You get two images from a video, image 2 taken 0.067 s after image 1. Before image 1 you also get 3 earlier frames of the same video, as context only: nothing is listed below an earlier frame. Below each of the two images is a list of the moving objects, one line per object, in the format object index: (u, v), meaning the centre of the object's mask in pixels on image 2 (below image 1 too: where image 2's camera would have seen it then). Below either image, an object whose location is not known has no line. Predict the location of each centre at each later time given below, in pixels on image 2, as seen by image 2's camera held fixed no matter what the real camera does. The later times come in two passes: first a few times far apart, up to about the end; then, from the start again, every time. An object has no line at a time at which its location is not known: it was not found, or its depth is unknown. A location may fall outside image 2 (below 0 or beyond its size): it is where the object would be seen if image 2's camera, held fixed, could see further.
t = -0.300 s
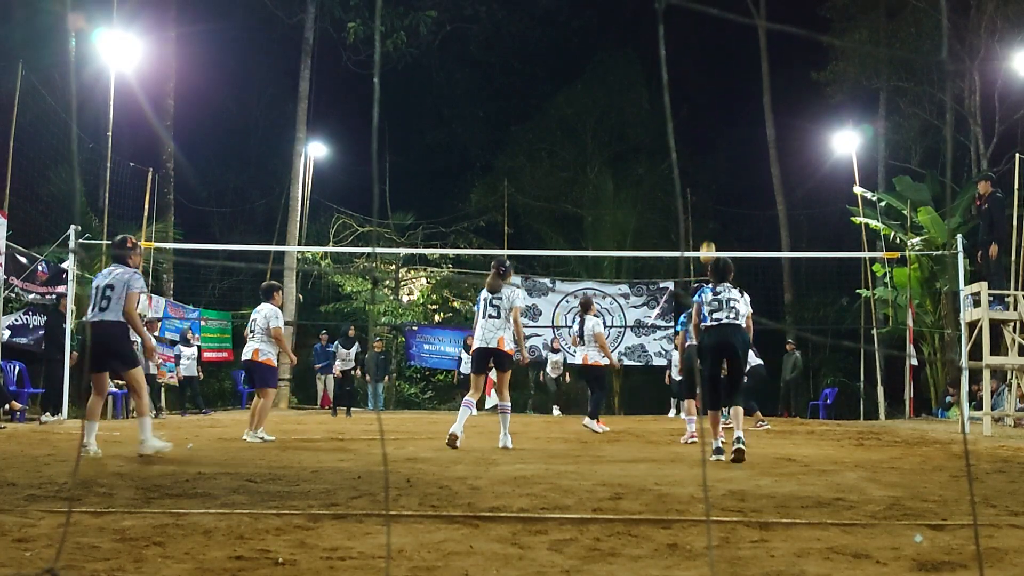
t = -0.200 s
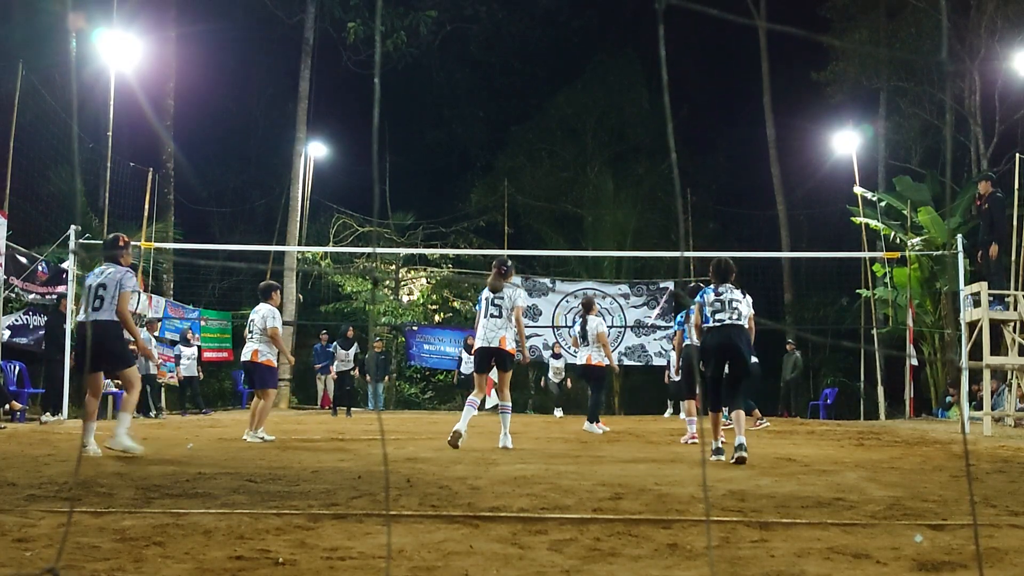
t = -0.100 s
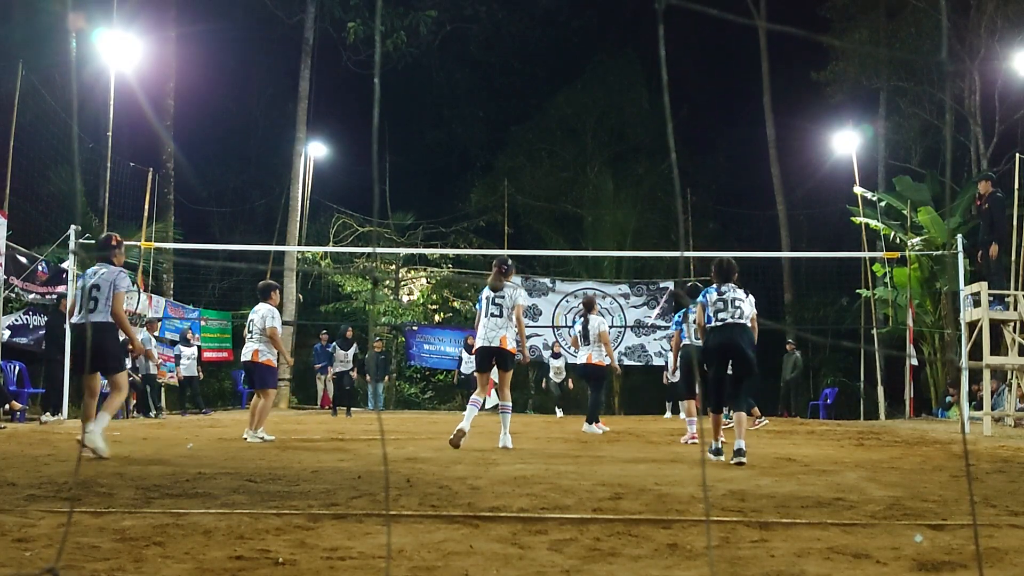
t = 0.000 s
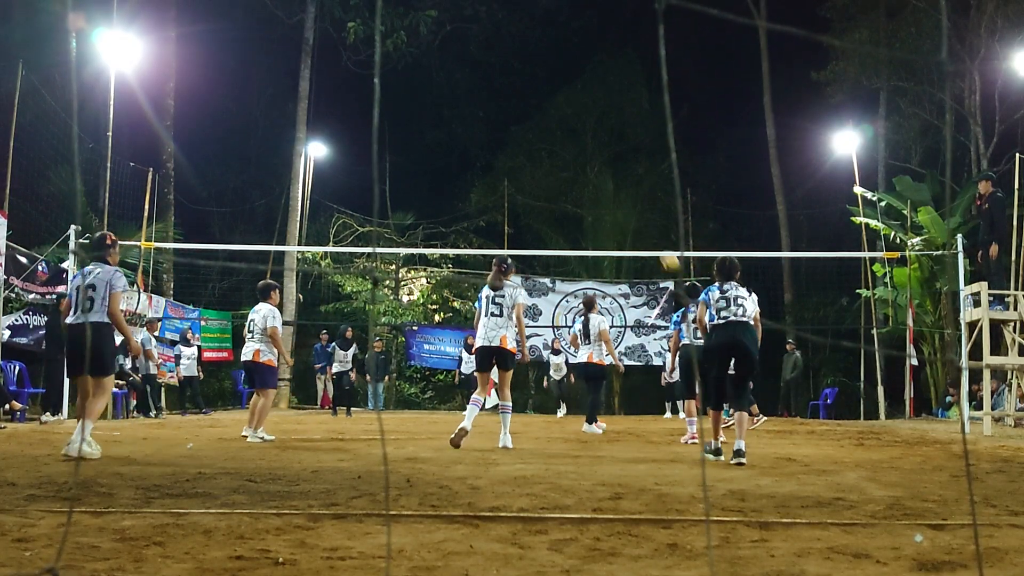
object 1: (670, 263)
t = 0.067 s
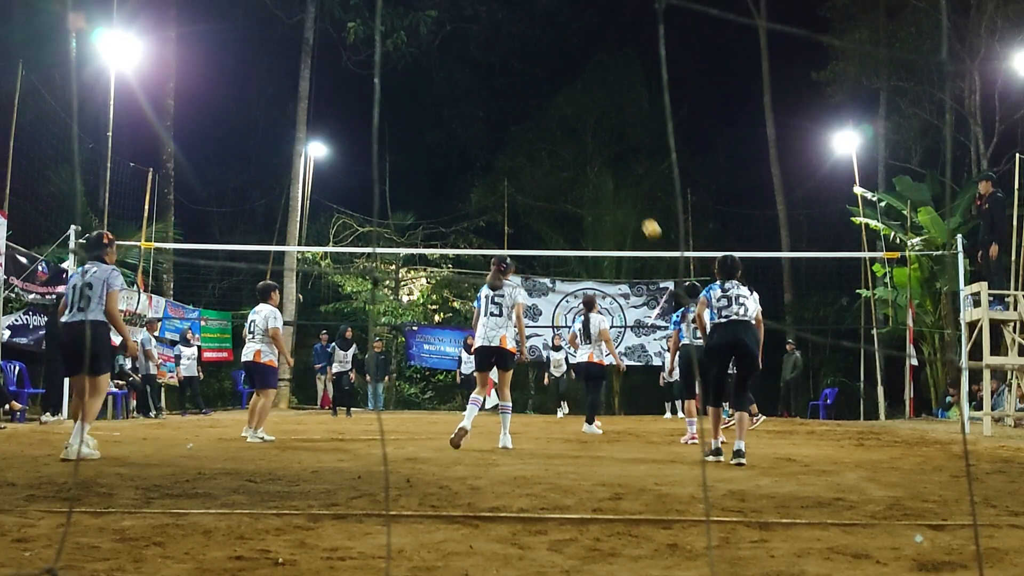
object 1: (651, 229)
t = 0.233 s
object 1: (606, 163)
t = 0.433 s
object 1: (553, 111)
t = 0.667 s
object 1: (493, 88)
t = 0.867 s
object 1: (443, 97)
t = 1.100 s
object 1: (387, 142)
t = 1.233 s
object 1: (354, 184)
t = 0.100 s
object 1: (642, 214)
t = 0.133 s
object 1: (633, 200)
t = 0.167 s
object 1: (624, 187)
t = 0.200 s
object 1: (615, 174)
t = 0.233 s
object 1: (606, 163)
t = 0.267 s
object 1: (597, 153)
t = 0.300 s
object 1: (588, 143)
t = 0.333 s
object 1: (579, 133)
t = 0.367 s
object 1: (571, 126)
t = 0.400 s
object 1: (562, 118)
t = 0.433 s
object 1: (553, 111)
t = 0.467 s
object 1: (545, 106)
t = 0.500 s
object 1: (536, 101)
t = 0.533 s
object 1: (527, 97)
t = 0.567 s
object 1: (519, 93)
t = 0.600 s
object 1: (510, 91)
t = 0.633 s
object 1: (502, 89)
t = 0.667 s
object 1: (493, 88)
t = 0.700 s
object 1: (485, 87)
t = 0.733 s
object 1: (476, 88)
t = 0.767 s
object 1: (468, 89)
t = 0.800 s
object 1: (460, 91)
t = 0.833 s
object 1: (451, 94)
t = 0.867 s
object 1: (443, 97)
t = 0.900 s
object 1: (435, 102)
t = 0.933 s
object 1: (426, 107)
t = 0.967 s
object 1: (419, 112)
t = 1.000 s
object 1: (410, 119)
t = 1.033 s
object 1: (402, 126)
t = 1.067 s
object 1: (394, 134)
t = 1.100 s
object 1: (387, 142)
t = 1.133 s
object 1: (379, 152)
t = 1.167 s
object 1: (371, 162)
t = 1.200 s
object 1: (362, 173)
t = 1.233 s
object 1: (354, 184)
